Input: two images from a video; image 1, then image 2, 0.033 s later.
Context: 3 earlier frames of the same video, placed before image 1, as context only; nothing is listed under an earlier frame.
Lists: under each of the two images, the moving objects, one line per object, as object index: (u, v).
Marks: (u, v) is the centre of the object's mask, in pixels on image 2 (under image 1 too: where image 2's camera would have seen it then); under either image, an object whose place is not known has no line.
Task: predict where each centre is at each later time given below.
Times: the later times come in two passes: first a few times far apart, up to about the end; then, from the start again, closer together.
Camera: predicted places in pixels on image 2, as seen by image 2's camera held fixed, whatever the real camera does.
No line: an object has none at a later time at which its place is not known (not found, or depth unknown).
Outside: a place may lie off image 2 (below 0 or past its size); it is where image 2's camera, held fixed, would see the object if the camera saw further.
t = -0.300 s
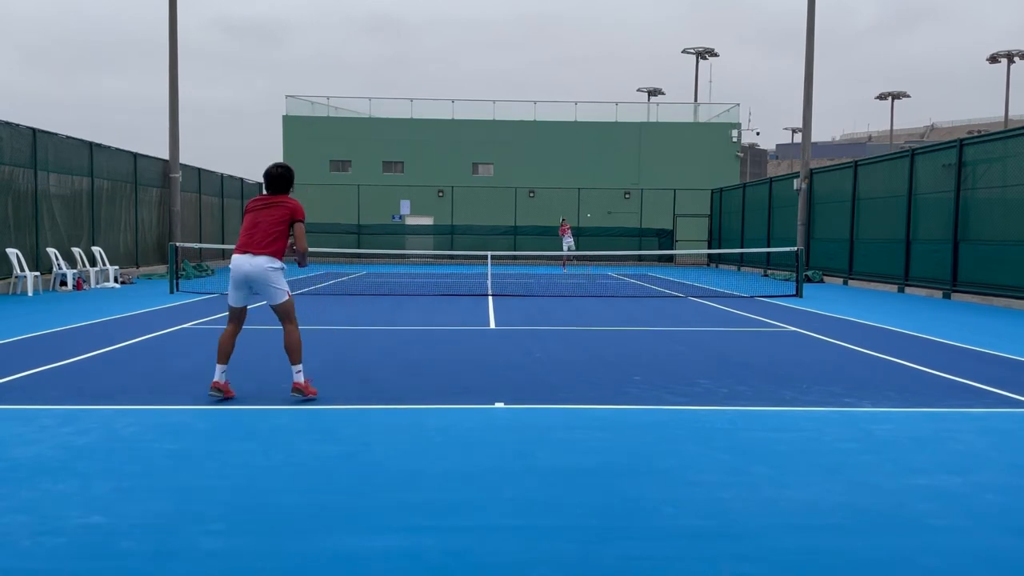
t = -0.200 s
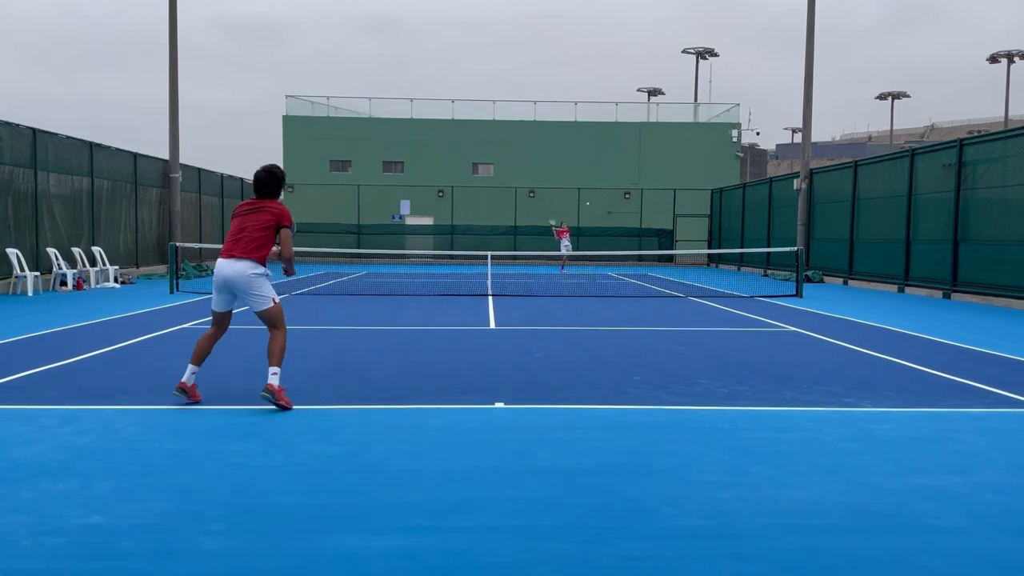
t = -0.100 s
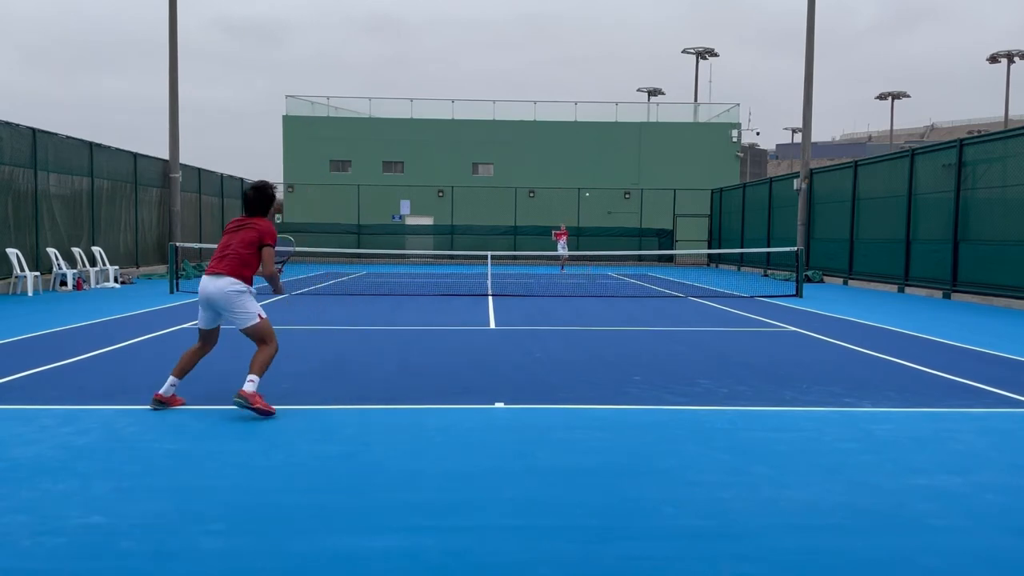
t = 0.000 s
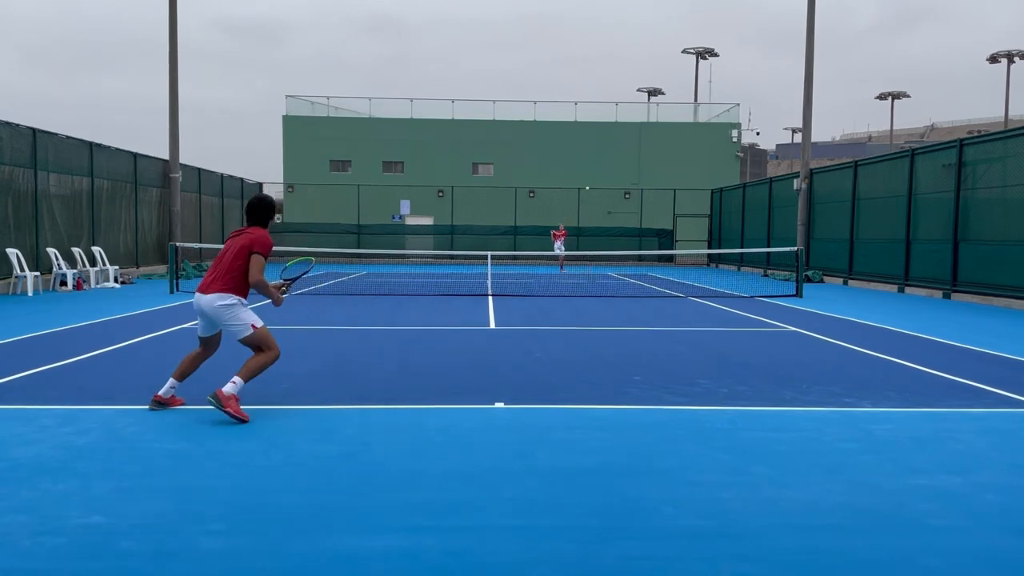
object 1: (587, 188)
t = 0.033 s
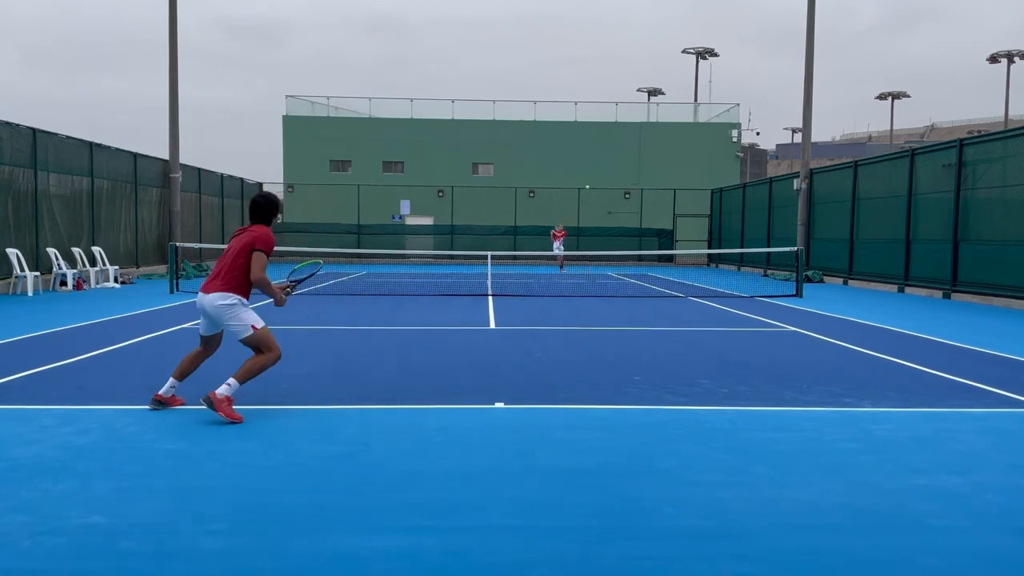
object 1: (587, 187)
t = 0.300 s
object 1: (591, 196)
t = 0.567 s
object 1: (601, 270)
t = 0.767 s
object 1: (617, 342)
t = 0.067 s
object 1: (587, 185)
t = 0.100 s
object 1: (588, 185)
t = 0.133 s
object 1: (588, 185)
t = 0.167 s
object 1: (588, 186)
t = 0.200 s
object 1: (588, 187)
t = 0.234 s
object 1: (589, 189)
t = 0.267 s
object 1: (590, 192)
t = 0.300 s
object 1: (591, 196)
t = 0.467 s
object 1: (596, 231)
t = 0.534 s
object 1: (599, 255)
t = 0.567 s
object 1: (601, 270)
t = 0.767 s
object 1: (617, 342)
